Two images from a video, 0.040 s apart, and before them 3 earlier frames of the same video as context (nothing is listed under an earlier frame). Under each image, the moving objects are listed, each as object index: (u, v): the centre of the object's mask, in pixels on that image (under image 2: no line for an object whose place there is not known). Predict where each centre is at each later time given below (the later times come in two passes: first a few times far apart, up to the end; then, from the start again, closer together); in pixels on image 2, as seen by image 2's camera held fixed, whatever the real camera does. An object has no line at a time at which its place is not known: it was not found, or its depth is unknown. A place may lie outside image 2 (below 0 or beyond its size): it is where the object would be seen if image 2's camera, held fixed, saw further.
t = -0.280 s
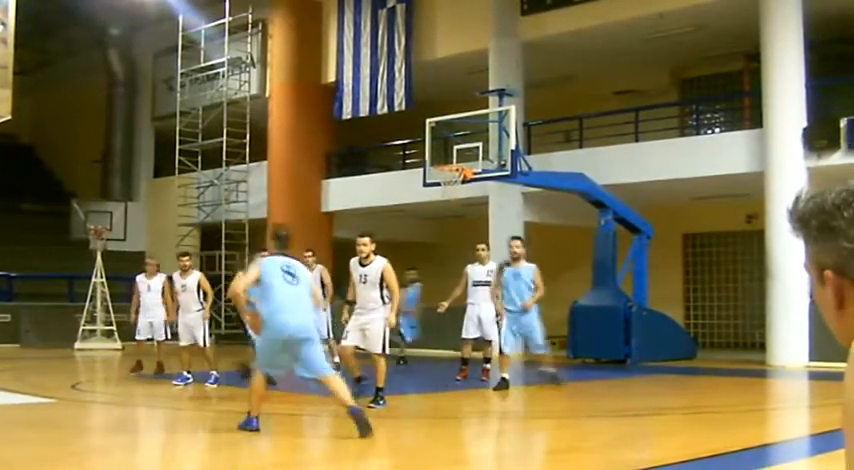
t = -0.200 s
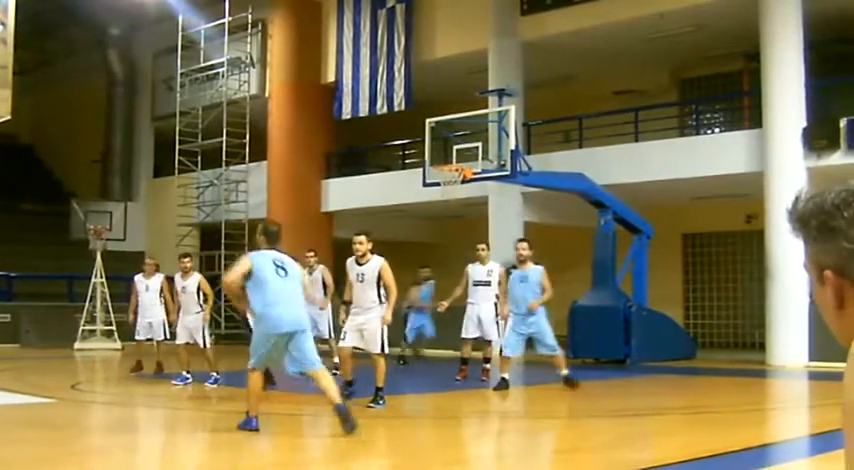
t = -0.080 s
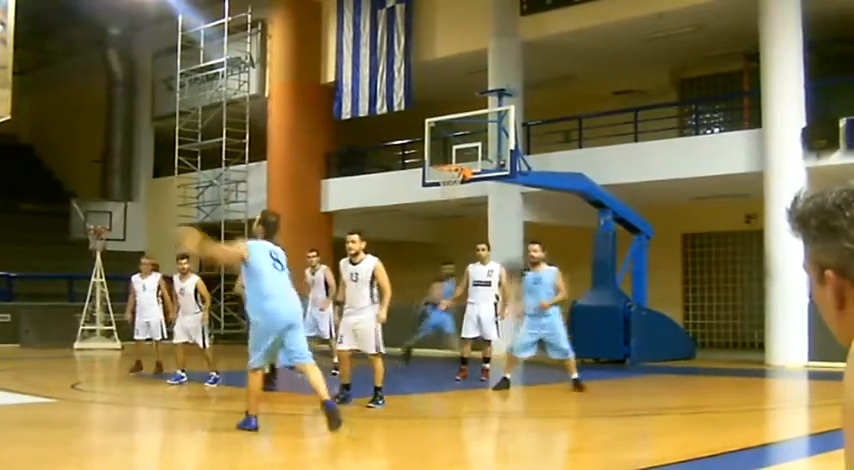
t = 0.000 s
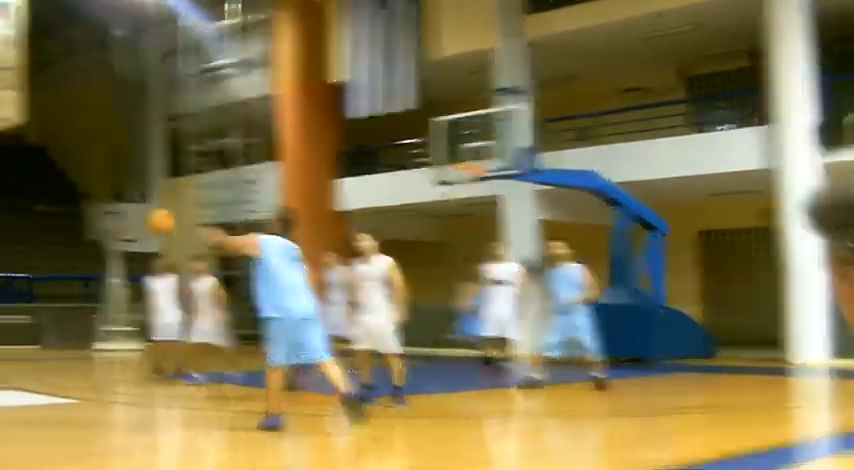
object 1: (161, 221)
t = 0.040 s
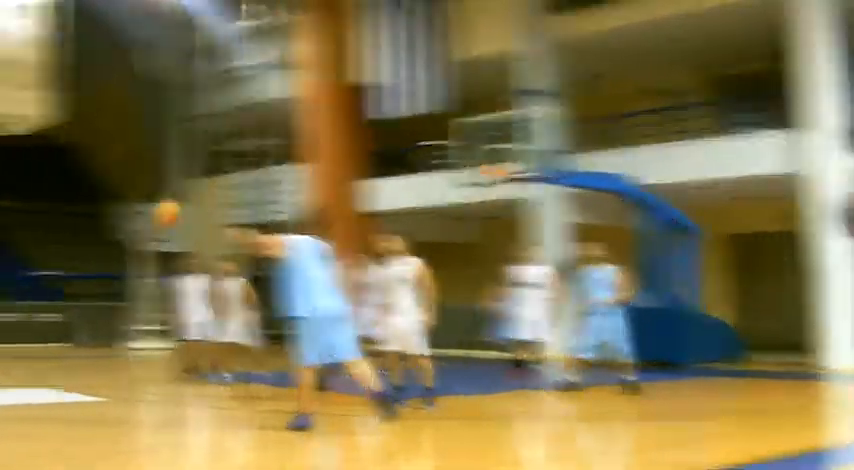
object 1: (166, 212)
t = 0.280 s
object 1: (43, 198)
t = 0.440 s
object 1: (-13, 211)
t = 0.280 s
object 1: (43, 198)
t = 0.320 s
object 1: (24, 198)
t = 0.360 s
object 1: (12, 202)
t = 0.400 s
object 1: (1, 207)
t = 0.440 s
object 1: (-13, 211)
